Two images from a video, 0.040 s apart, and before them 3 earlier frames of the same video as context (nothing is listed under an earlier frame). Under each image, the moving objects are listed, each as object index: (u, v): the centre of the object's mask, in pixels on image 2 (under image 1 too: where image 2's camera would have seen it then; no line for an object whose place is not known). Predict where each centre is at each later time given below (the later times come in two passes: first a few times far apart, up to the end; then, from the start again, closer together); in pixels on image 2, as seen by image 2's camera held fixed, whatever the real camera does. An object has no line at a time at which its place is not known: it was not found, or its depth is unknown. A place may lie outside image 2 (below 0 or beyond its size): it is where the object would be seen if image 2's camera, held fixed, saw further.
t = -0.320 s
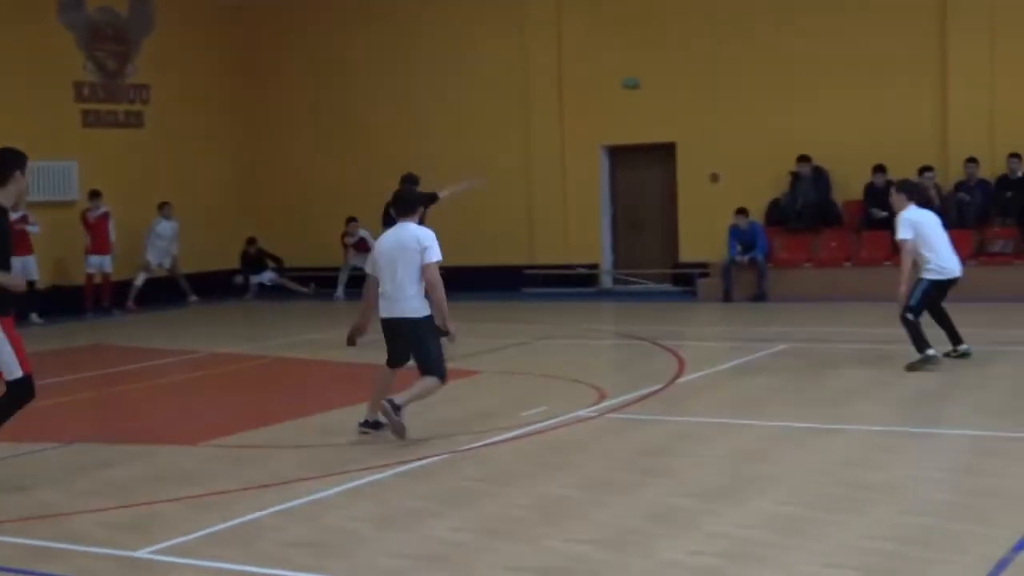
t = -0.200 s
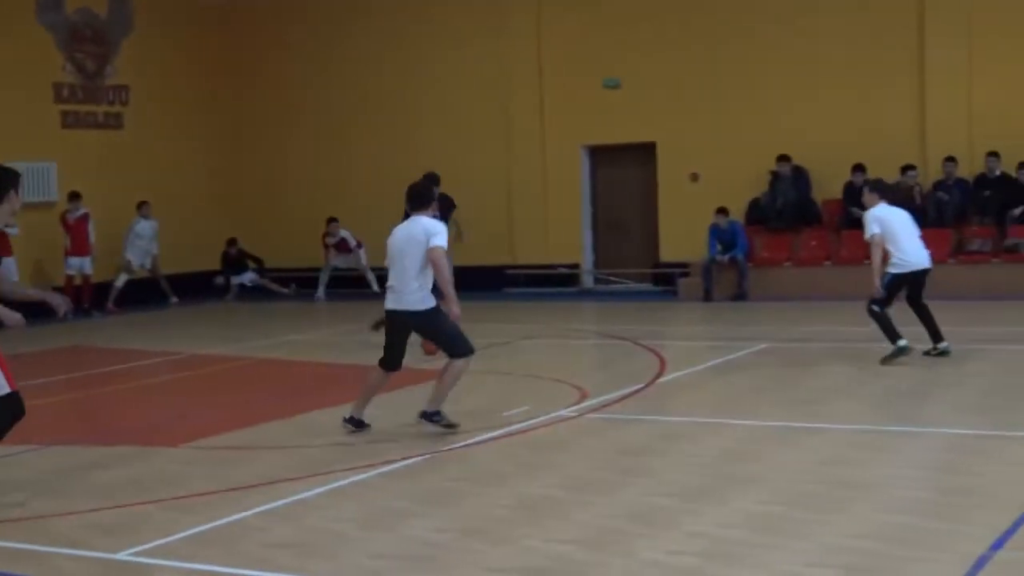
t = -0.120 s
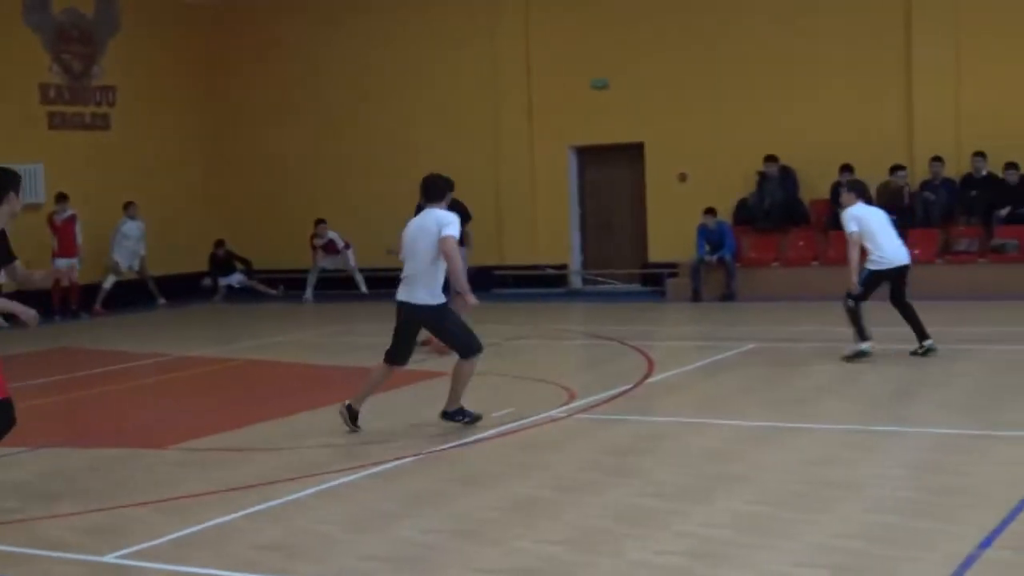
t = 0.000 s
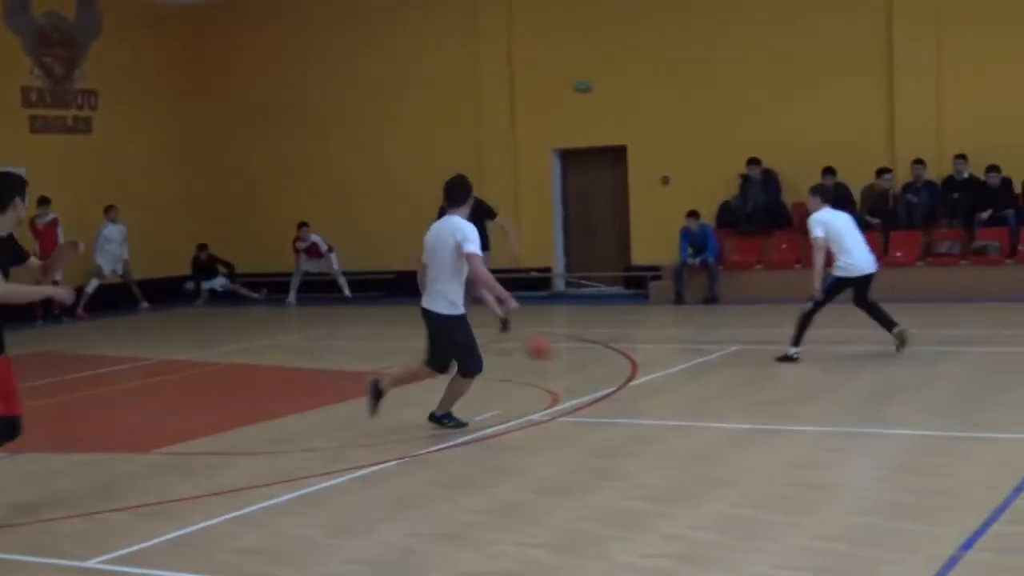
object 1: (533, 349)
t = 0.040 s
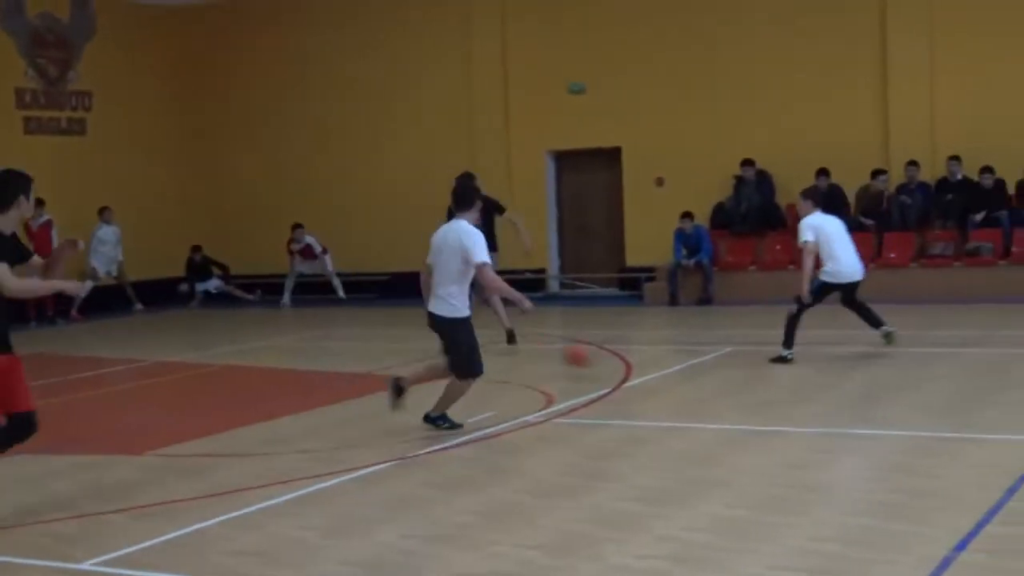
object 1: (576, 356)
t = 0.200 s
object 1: (787, 385)
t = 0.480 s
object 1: (1215, 430)
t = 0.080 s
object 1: (627, 365)
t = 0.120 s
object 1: (681, 378)
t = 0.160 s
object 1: (734, 384)
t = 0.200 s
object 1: (787, 385)
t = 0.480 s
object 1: (1215, 430)
